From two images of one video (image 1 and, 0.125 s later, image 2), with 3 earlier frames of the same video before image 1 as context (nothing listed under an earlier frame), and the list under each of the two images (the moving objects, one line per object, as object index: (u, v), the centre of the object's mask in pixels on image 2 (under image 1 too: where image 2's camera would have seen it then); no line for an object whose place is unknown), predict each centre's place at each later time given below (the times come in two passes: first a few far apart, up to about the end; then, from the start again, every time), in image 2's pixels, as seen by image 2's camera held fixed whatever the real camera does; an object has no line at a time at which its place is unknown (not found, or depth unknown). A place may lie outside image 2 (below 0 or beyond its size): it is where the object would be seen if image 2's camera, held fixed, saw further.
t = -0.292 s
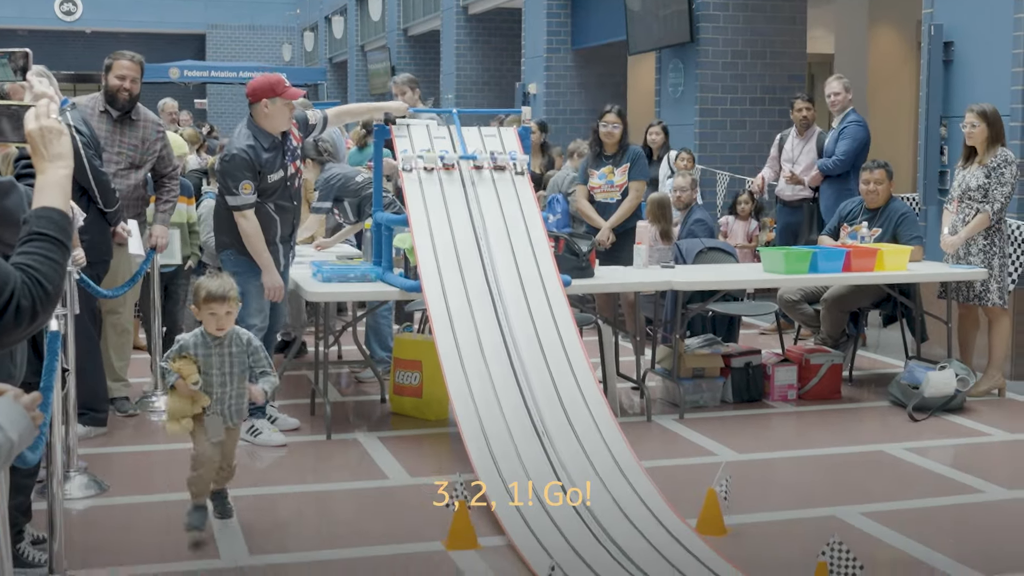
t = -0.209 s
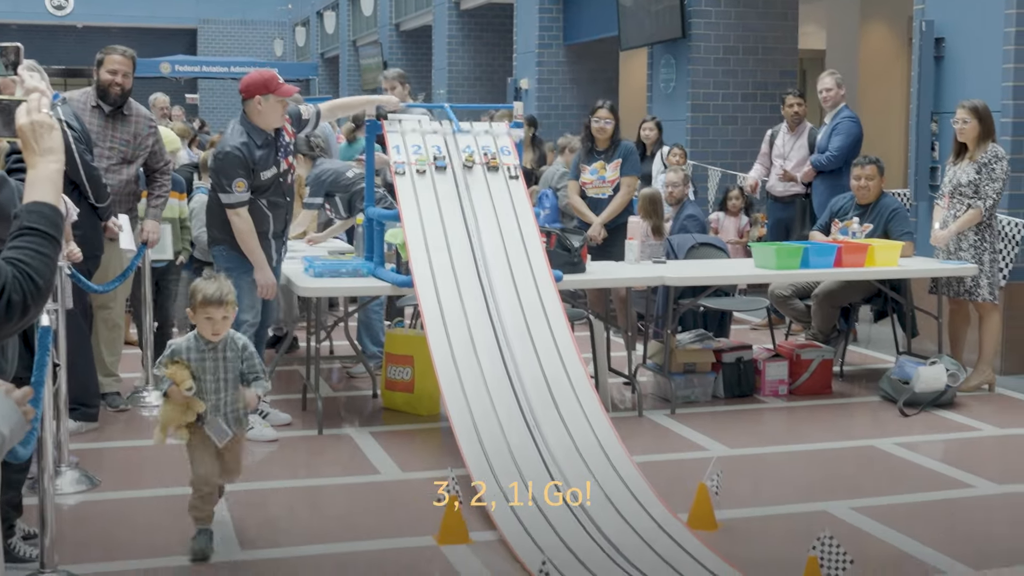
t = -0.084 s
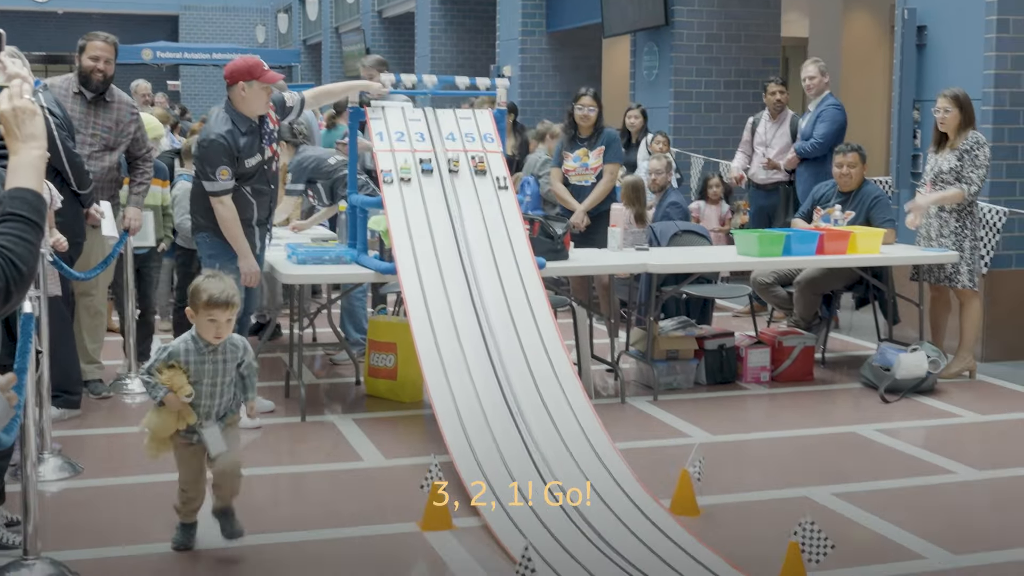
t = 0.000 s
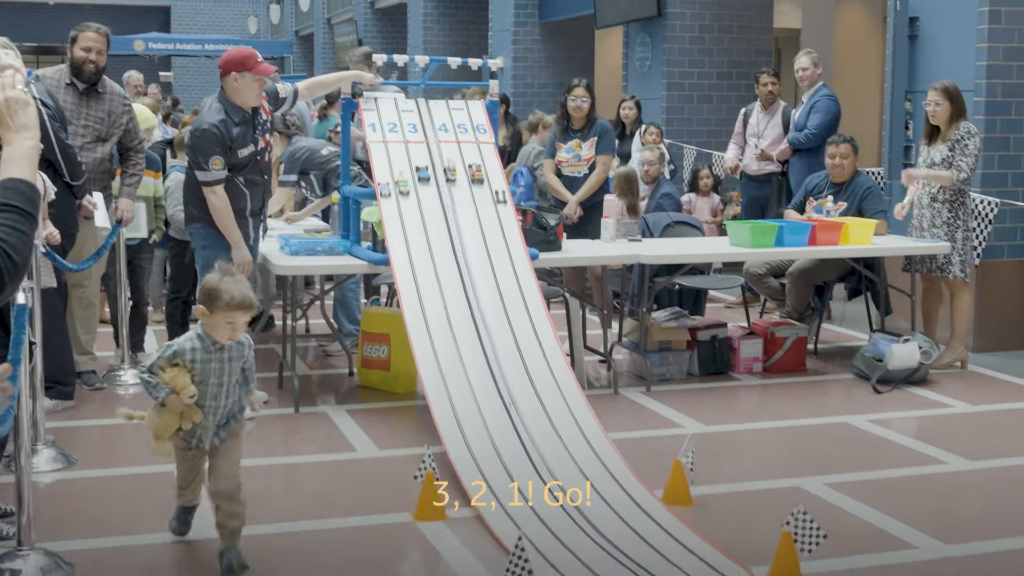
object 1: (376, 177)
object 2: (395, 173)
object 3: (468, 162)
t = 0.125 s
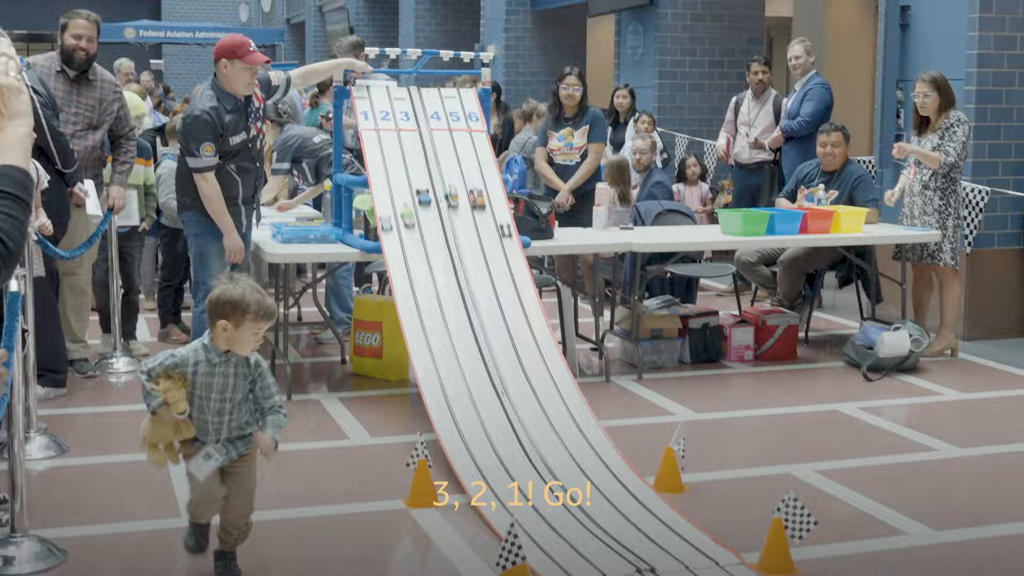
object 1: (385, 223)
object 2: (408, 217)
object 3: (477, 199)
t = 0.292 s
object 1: (405, 305)
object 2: (431, 298)
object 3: (498, 270)
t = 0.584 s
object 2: (497, 464)
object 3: (567, 431)
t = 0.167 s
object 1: (389, 242)
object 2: (413, 234)
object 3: (481, 215)
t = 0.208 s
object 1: (393, 261)
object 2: (419, 254)
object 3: (486, 232)
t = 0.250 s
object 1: (399, 283)
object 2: (425, 276)
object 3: (492, 250)
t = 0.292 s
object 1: (405, 305)
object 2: (431, 298)
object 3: (498, 270)
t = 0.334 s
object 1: (411, 327)
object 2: (437, 322)
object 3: (505, 292)
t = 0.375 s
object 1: (418, 351)
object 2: (444, 346)
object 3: (513, 314)
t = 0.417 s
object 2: (452, 370)
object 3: (521, 338)
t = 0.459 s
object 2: (462, 394)
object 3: (531, 361)
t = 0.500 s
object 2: (472, 419)
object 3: (541, 385)
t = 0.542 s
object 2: (484, 442)
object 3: (553, 408)
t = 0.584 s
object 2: (497, 464)
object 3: (567, 431)
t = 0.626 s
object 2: (511, 486)
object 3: (581, 452)
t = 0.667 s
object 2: (526, 505)
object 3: (596, 472)
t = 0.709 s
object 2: (542, 525)
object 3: (612, 491)
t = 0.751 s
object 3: (629, 508)
